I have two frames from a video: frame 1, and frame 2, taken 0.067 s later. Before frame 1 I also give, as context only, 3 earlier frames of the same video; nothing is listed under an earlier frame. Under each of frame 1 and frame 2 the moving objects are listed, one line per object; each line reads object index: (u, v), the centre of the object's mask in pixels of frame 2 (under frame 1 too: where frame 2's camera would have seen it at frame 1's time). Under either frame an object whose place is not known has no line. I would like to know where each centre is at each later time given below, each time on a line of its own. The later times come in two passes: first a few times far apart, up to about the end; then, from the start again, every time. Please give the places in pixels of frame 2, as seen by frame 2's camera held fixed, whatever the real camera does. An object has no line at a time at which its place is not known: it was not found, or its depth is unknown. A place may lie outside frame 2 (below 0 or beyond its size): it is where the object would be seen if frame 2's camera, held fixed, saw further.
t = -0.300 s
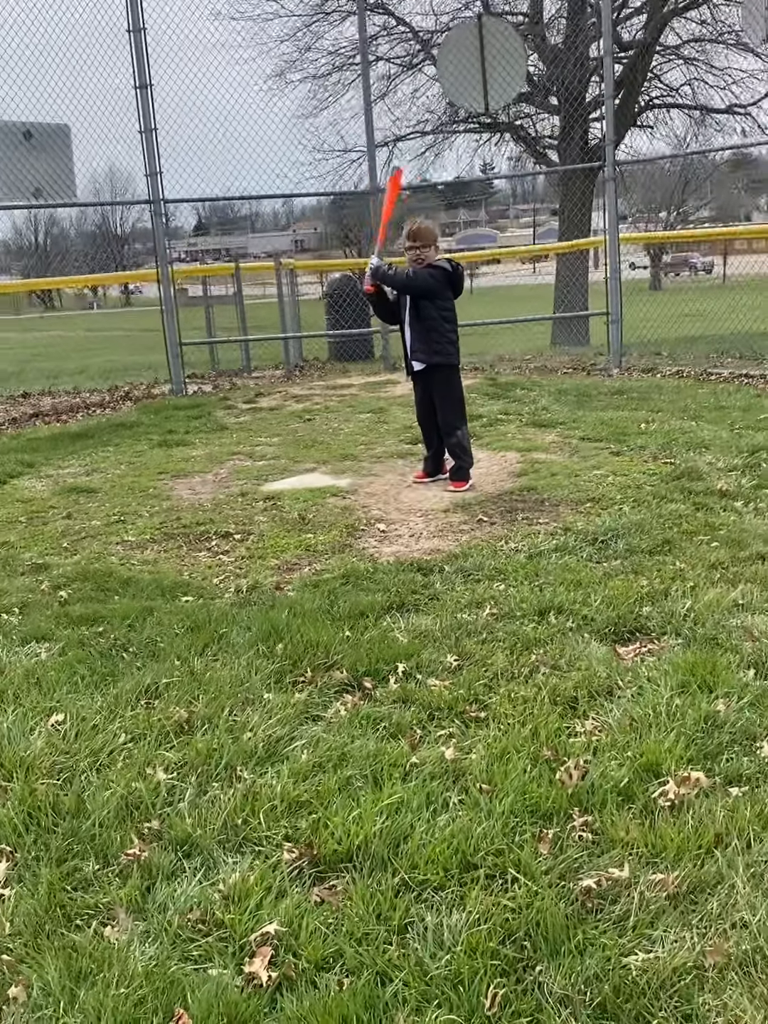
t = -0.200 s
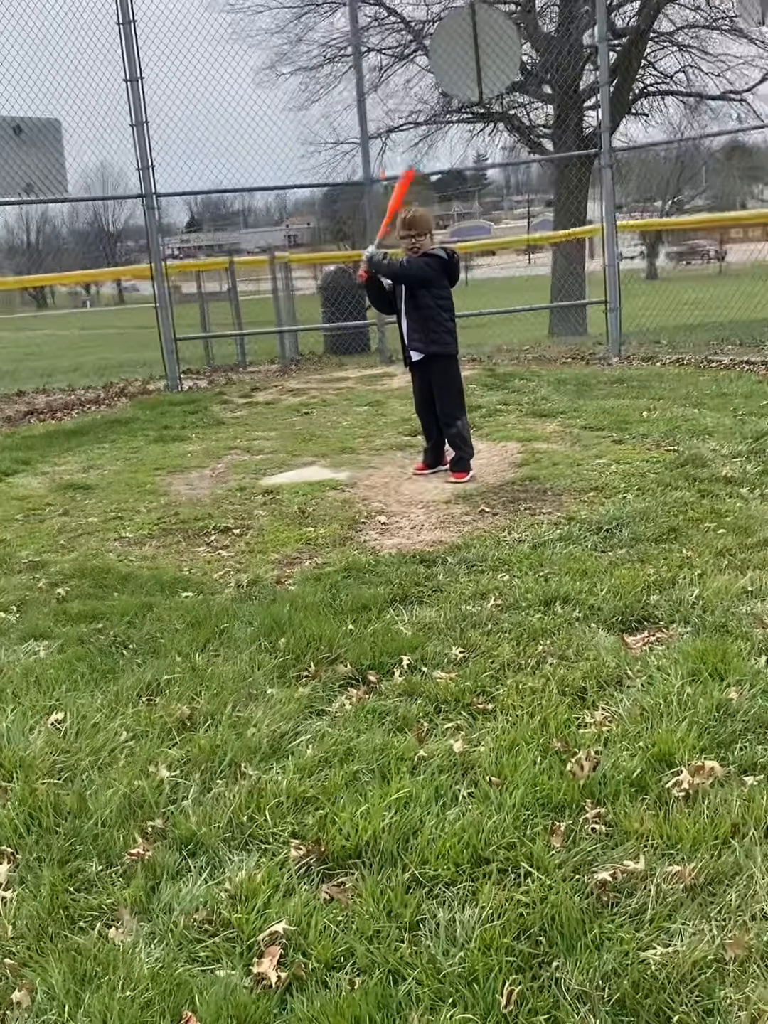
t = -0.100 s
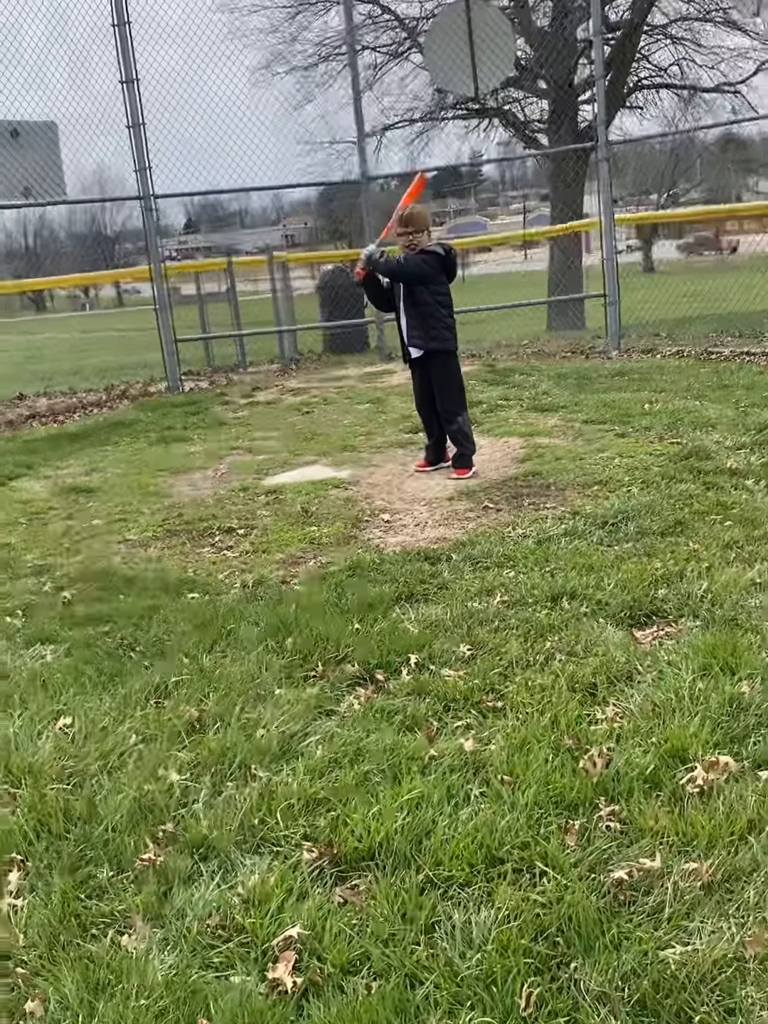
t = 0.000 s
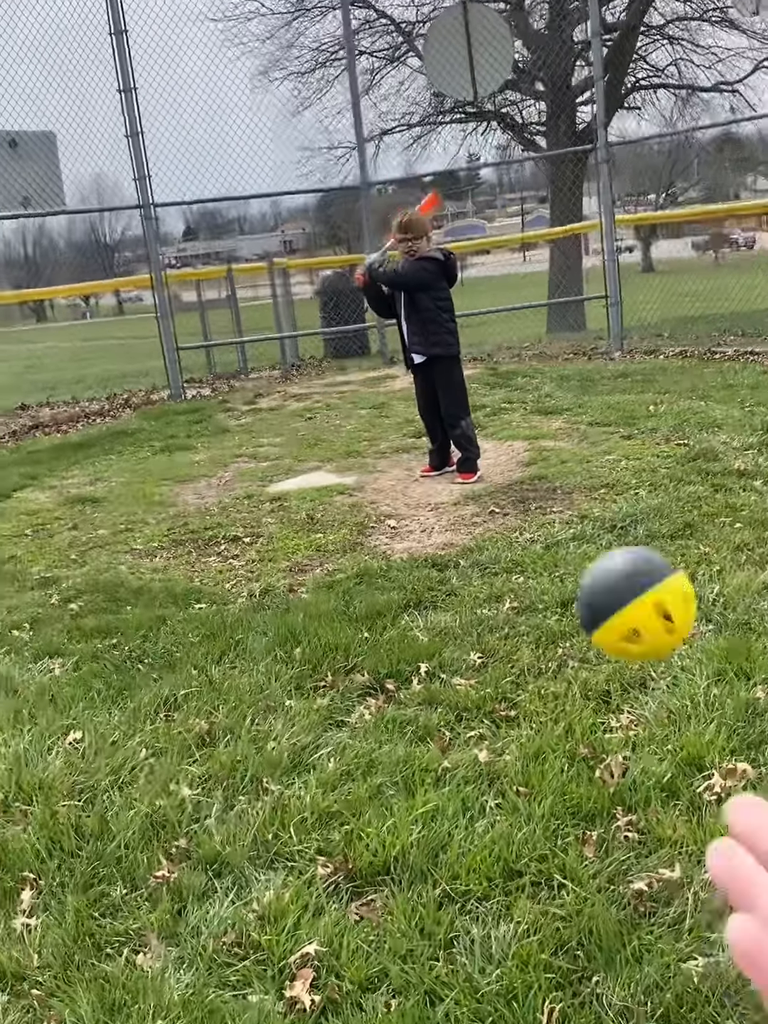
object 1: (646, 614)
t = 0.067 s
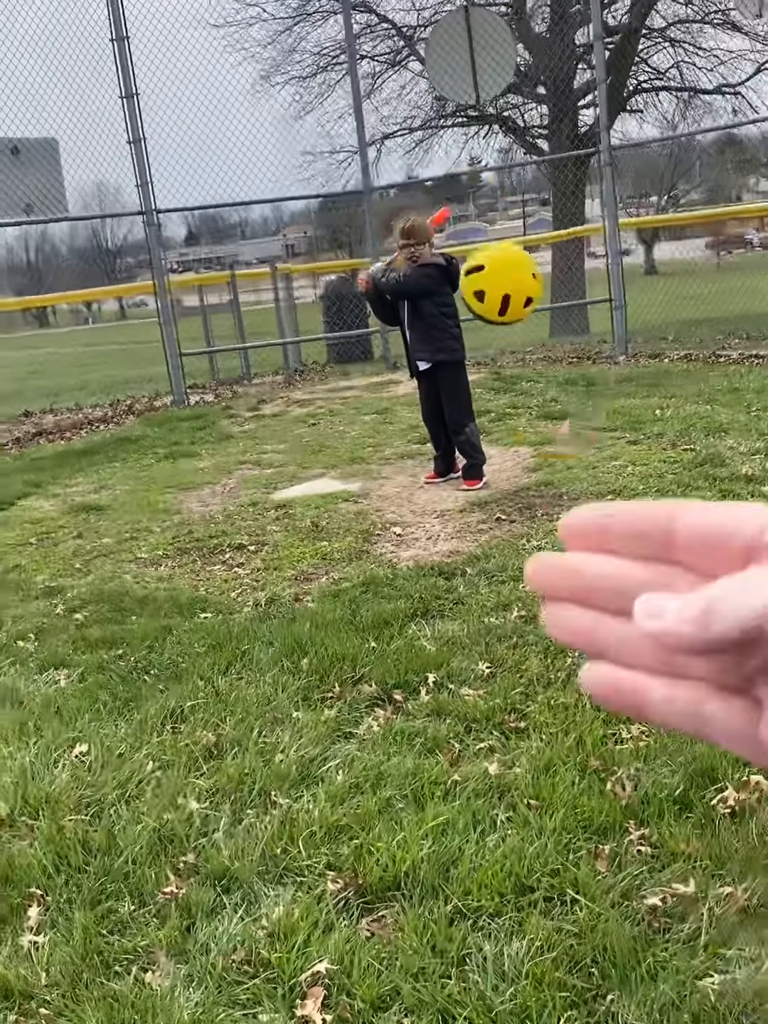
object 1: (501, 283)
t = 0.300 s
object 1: (386, 111)
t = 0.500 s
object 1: (391, 227)
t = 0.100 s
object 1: (463, 202)
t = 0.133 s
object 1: (437, 150)
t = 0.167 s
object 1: (418, 119)
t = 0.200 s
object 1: (405, 104)
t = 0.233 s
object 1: (396, 99)
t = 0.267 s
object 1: (391, 103)
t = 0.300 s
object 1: (386, 111)
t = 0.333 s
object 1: (383, 124)
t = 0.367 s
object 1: (384, 140)
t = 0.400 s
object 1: (386, 159)
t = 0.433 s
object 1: (388, 182)
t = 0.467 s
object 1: (390, 204)
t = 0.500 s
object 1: (391, 227)
